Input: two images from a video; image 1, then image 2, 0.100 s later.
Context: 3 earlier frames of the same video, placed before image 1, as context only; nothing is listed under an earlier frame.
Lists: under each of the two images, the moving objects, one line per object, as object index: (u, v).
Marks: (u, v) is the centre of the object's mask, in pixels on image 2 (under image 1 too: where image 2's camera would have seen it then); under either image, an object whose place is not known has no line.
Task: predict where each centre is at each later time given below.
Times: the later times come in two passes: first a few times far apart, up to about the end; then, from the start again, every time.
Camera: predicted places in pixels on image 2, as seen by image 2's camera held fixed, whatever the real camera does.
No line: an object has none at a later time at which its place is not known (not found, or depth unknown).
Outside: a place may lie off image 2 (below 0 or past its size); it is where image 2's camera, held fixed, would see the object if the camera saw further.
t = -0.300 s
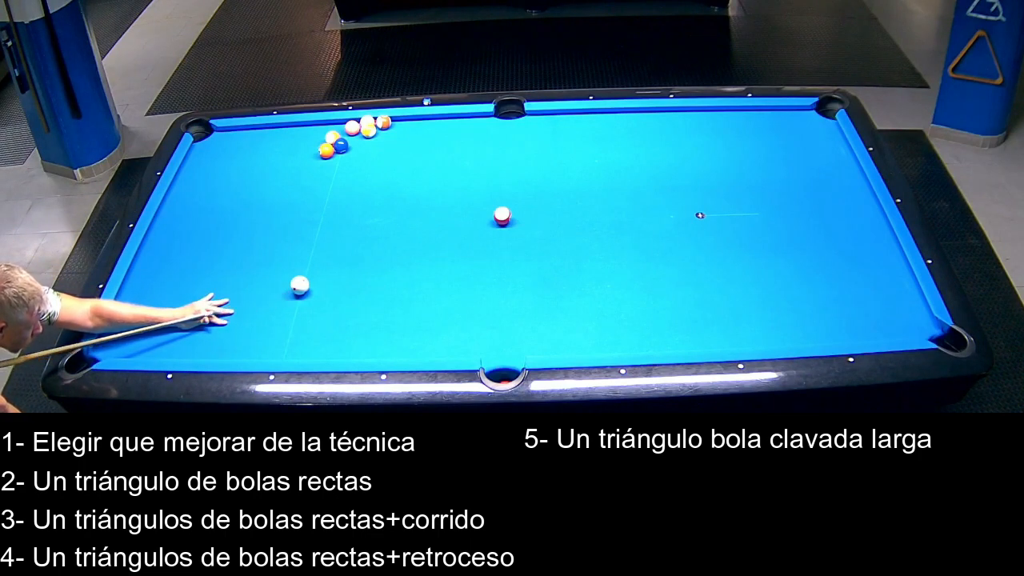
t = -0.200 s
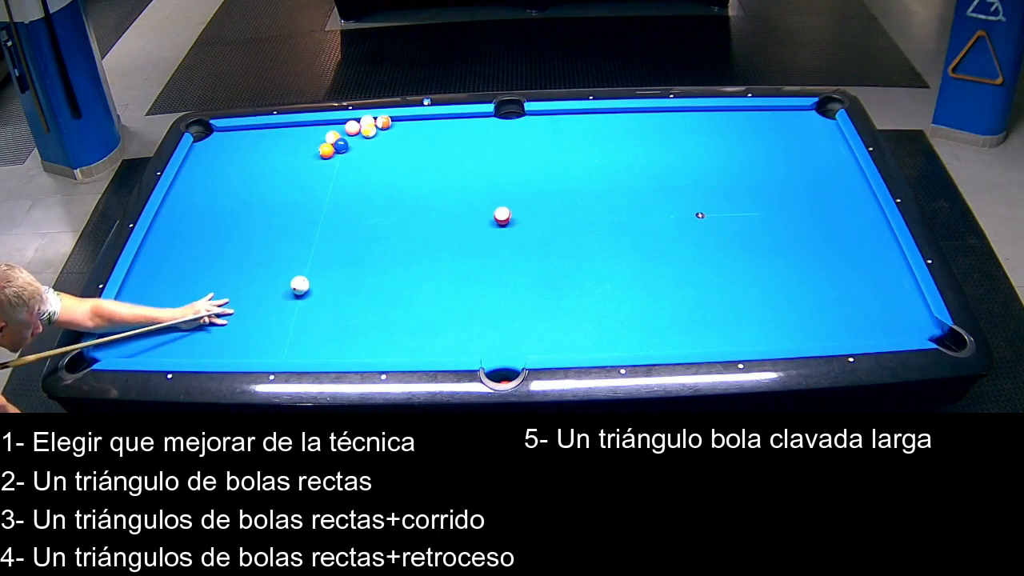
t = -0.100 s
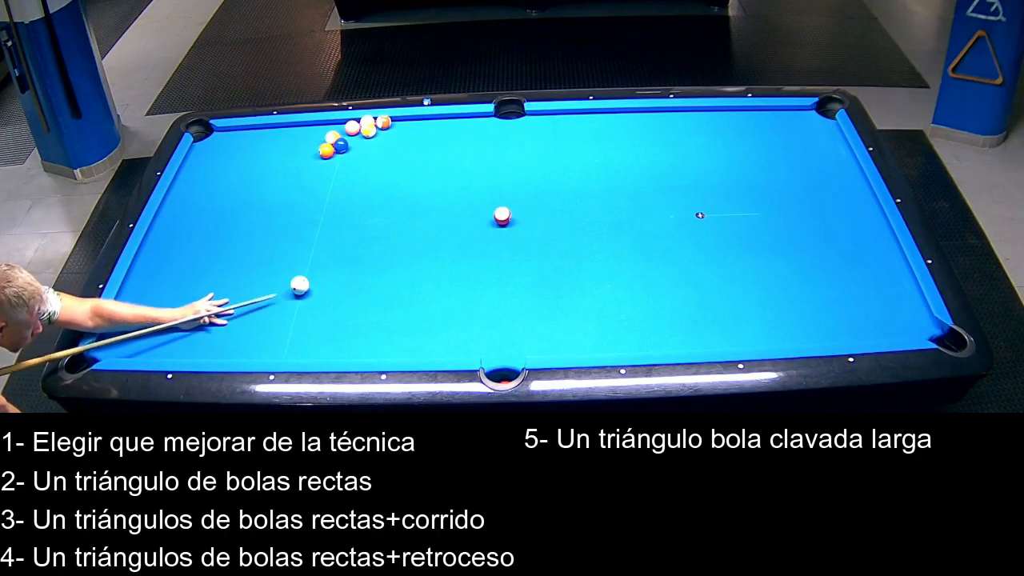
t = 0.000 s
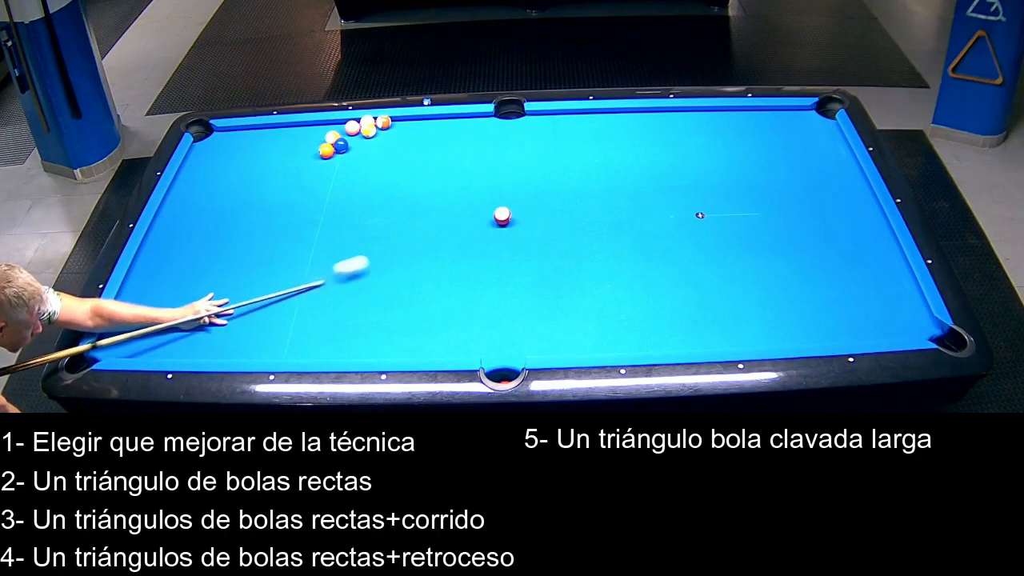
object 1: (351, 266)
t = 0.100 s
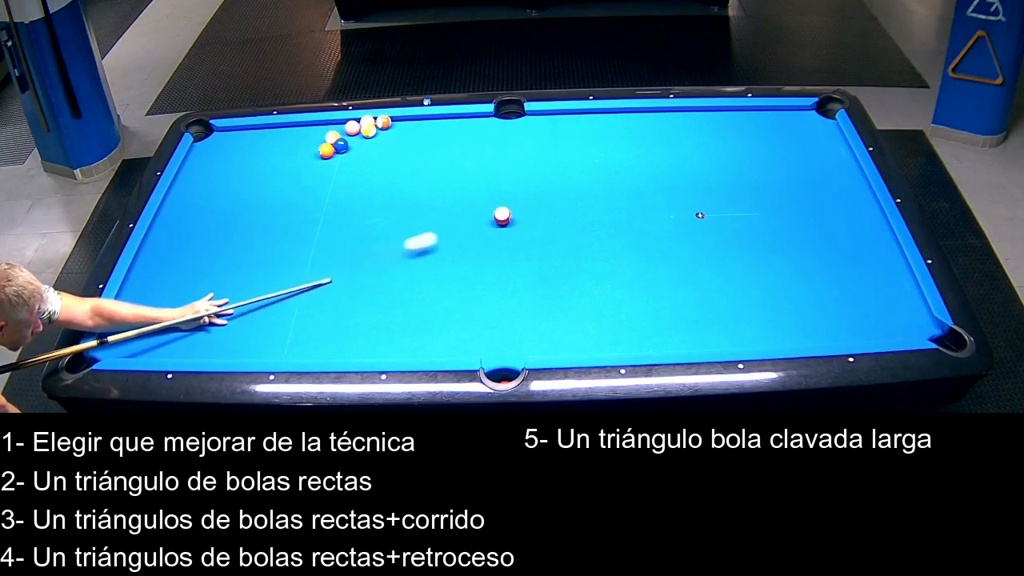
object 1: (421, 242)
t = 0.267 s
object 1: (487, 221)
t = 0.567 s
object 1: (486, 222)
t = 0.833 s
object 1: (486, 222)
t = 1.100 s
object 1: (486, 222)
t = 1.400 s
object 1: (486, 222)
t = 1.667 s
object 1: (486, 222)
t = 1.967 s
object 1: (486, 222)
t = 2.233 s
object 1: (486, 222)
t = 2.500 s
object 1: (486, 222)
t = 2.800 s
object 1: (486, 222)
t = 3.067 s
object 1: (486, 222)
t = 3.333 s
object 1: (486, 222)
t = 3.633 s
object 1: (486, 222)
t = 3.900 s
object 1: (486, 222)
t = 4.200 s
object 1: (486, 222)
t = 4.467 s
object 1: (486, 222)
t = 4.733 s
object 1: (486, 222)
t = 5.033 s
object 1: (486, 222)
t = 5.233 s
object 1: (486, 222)
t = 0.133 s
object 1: (442, 235)
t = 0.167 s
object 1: (461, 228)
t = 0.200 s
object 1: (480, 222)
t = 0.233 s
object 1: (486, 221)
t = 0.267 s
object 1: (487, 221)
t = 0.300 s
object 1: (486, 221)
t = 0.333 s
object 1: (486, 221)
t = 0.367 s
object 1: (486, 221)
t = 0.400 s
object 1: (486, 221)
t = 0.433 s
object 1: (486, 221)
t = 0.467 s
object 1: (486, 221)
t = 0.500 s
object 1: (486, 222)
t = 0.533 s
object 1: (486, 222)
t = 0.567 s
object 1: (486, 222)
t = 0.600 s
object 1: (486, 222)
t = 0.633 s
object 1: (486, 222)
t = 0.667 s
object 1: (486, 222)
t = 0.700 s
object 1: (486, 222)
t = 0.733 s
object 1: (486, 222)
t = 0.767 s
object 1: (486, 222)
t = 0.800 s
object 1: (486, 222)
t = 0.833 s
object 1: (486, 222)
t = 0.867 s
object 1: (486, 222)
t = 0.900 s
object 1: (486, 222)
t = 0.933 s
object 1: (486, 222)
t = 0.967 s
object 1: (486, 222)
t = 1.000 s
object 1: (486, 222)
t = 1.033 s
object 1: (486, 222)
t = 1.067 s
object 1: (486, 222)
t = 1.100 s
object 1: (486, 222)
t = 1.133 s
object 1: (486, 222)
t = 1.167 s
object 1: (486, 222)
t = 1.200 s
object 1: (486, 222)
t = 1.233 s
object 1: (486, 222)
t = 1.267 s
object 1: (486, 222)
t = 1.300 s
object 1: (486, 222)
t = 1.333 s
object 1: (486, 222)
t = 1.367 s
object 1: (486, 222)
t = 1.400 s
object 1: (486, 222)
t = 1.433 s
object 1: (486, 222)
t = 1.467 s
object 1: (486, 222)
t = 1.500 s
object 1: (486, 222)
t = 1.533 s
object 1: (486, 222)
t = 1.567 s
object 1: (486, 222)
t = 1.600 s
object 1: (486, 222)
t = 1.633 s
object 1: (486, 222)
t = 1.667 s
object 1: (486, 222)
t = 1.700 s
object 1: (486, 222)
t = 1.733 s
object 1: (486, 222)
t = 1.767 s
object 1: (486, 222)
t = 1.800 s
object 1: (486, 222)
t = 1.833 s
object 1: (486, 222)
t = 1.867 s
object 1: (486, 222)
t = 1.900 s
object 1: (486, 222)
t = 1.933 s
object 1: (486, 222)
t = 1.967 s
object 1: (486, 222)
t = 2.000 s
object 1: (486, 222)
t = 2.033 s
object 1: (486, 222)
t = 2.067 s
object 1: (486, 222)
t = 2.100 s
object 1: (486, 222)
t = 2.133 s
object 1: (486, 222)
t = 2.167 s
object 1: (486, 222)
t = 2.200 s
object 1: (486, 222)
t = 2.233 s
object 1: (486, 222)
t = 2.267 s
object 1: (486, 222)
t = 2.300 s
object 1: (486, 222)
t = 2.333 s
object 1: (486, 222)
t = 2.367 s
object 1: (486, 222)
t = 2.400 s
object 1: (486, 222)
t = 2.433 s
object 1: (486, 222)
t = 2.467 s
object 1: (486, 222)
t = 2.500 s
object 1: (486, 222)
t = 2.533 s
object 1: (486, 222)
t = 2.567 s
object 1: (486, 222)
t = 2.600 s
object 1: (486, 222)
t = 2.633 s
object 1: (486, 222)
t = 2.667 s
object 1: (486, 222)
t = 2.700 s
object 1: (486, 222)
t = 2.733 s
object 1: (486, 222)
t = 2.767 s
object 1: (486, 222)
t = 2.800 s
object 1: (486, 222)
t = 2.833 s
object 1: (486, 222)
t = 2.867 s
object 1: (486, 222)
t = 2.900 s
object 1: (486, 222)
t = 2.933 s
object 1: (486, 222)
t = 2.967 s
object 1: (486, 222)
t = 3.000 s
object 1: (486, 222)
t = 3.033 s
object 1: (486, 222)
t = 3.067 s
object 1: (486, 222)
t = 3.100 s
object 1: (486, 222)
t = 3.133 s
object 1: (486, 222)
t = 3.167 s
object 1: (486, 222)
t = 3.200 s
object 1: (486, 222)
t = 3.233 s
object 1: (486, 222)
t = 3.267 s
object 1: (486, 222)
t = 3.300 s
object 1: (486, 222)
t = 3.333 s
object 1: (486, 222)
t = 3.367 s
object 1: (486, 222)
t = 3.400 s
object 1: (486, 222)
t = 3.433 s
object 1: (486, 222)
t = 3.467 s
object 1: (486, 222)
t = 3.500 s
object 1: (486, 222)
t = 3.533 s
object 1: (486, 222)
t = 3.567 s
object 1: (486, 222)
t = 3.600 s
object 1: (486, 222)
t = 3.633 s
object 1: (486, 222)
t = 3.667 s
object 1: (486, 222)
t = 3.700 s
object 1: (486, 222)
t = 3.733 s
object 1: (486, 222)
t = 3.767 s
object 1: (486, 222)
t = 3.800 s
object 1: (486, 222)
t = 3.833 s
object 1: (486, 222)
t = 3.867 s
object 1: (486, 222)
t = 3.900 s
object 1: (486, 222)
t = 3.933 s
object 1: (486, 222)
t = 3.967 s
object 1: (486, 222)
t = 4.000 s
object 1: (486, 222)
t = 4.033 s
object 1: (486, 222)
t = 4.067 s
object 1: (486, 222)
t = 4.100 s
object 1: (486, 222)
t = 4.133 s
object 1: (486, 222)
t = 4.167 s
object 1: (486, 222)
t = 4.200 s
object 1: (486, 222)
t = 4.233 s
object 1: (486, 222)
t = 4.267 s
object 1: (486, 222)
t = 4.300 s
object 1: (486, 222)
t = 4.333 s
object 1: (486, 222)
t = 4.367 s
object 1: (486, 222)
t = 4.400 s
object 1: (486, 222)
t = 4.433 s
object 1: (486, 222)
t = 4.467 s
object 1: (486, 222)
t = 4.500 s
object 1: (486, 222)
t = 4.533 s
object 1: (486, 222)
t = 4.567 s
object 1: (486, 222)
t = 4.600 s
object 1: (486, 222)
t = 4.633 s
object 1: (486, 222)
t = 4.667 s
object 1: (486, 222)
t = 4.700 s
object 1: (486, 222)
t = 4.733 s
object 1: (486, 222)
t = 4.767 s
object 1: (486, 222)
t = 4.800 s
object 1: (486, 222)
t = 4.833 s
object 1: (486, 222)
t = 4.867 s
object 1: (486, 222)
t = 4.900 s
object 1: (486, 222)
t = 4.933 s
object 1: (486, 222)
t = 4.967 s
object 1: (486, 222)
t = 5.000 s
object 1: (486, 222)
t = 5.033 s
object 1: (486, 222)
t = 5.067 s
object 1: (486, 222)
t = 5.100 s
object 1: (486, 222)
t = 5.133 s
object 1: (486, 222)
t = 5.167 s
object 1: (486, 222)
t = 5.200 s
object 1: (486, 222)
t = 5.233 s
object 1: (486, 222)
